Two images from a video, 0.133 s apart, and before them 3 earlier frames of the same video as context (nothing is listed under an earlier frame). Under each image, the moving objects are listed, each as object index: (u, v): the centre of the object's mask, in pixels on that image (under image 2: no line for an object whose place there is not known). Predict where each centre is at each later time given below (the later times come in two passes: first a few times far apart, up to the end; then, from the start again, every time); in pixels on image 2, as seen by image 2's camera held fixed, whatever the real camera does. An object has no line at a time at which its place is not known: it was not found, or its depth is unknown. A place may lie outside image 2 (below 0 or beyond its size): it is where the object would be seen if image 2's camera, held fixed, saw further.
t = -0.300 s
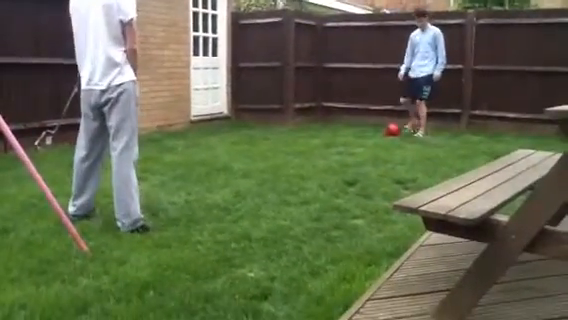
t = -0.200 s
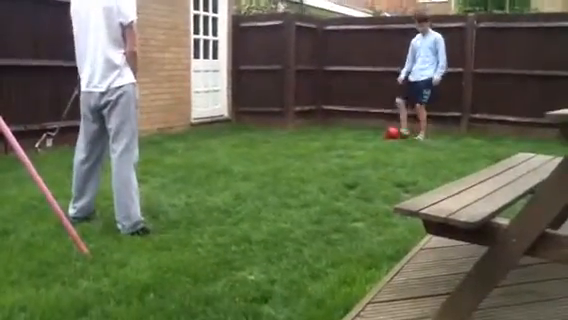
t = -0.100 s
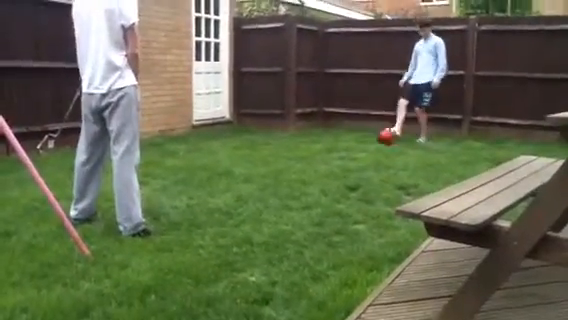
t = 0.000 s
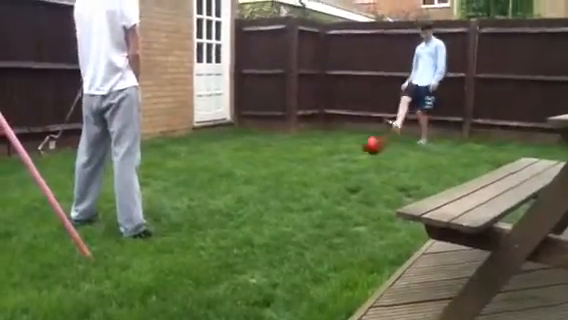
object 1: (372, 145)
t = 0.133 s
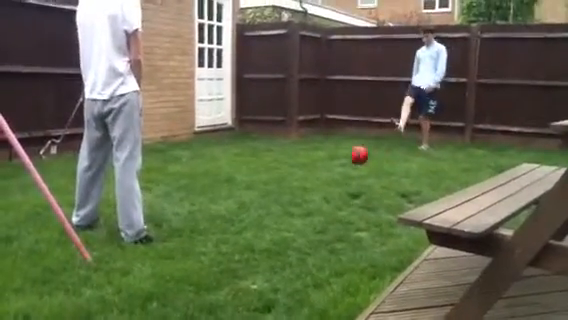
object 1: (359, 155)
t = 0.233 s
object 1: (347, 162)
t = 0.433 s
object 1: (319, 169)
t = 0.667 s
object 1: (283, 179)
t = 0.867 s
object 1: (244, 192)
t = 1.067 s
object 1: (198, 212)
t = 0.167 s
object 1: (355, 158)
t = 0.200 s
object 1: (350, 161)
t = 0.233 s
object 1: (347, 162)
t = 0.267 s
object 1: (343, 161)
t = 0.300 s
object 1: (339, 161)
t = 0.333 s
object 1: (335, 161)
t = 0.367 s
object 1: (330, 161)
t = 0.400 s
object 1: (325, 164)
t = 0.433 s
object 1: (319, 169)
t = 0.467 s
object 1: (316, 171)
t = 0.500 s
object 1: (311, 173)
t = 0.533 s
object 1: (306, 172)
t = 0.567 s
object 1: (300, 173)
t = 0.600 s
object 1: (294, 174)
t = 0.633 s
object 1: (289, 175)
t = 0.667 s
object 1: (283, 179)
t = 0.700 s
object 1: (275, 181)
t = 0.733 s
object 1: (269, 186)
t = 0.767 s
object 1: (263, 189)
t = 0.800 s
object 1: (257, 191)
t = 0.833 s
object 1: (250, 192)
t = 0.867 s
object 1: (244, 192)
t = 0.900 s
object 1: (237, 195)
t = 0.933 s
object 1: (229, 198)
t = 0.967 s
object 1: (222, 203)
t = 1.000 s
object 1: (214, 206)
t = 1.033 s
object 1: (206, 209)
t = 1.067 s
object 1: (198, 212)
